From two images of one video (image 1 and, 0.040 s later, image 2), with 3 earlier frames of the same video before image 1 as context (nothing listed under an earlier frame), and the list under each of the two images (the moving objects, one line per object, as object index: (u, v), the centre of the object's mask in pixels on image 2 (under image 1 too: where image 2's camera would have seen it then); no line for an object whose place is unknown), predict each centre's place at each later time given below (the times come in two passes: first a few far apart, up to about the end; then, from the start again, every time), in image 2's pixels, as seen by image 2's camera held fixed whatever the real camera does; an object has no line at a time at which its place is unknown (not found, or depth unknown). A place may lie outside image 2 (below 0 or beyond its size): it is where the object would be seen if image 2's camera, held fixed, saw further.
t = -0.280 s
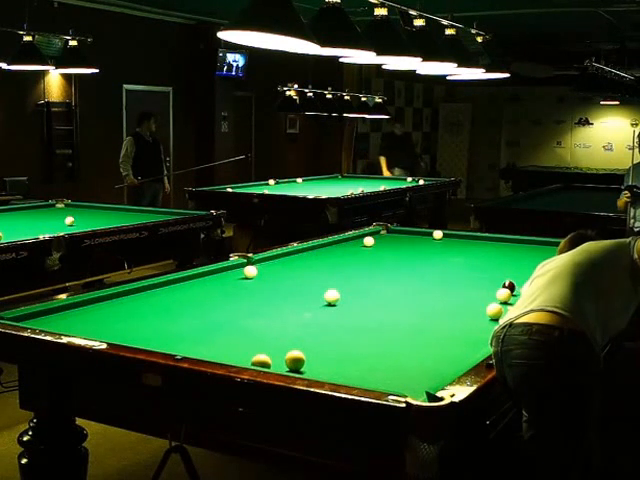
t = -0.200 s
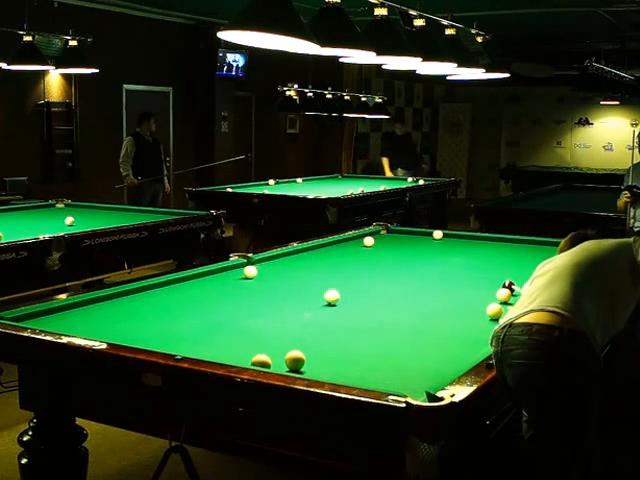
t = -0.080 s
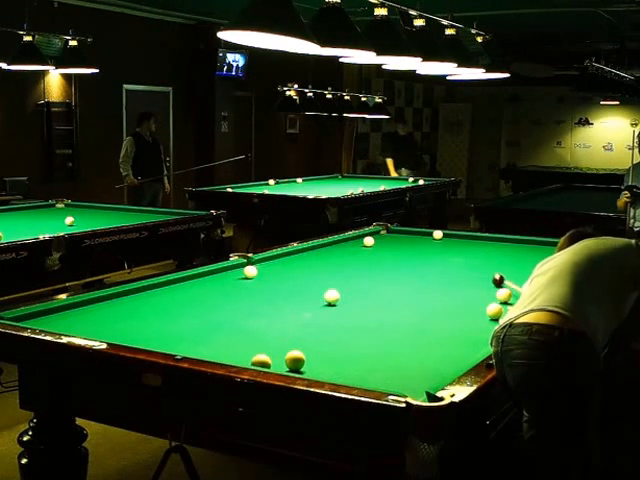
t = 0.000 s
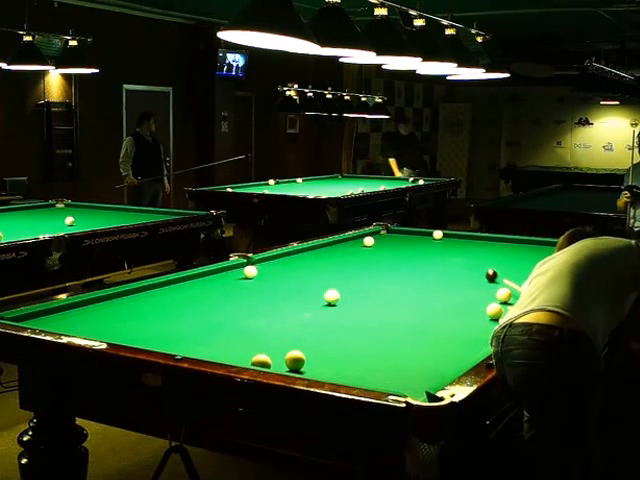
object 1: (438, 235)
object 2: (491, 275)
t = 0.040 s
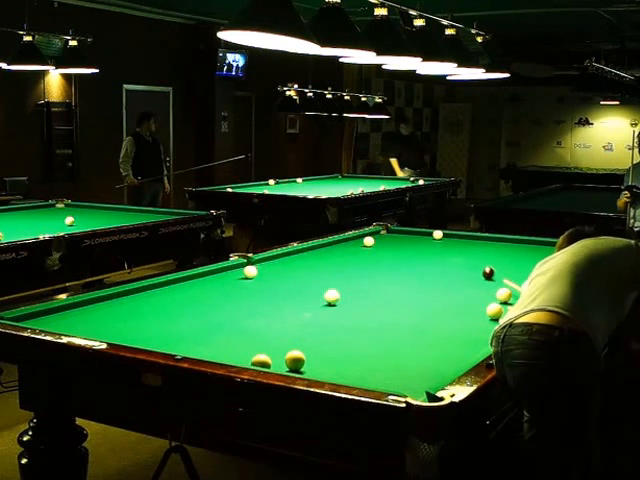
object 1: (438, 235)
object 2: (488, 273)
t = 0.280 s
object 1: (438, 235)
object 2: (471, 261)
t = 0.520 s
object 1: (438, 235)
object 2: (456, 251)
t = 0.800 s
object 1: (437, 234)
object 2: (441, 241)
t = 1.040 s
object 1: (439, 233)
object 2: (427, 236)
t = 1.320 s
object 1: (424, 236)
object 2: (407, 232)
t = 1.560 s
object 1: (411, 238)
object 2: (391, 230)
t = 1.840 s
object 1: (395, 241)
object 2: (392, 231)
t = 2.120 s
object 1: (380, 244)
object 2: (401, 232)
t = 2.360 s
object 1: (366, 246)
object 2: (408, 232)
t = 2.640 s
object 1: (350, 249)
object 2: (416, 233)
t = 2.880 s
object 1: (336, 252)
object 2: (422, 233)
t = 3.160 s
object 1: (319, 255)
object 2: (429, 234)
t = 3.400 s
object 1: (305, 257)
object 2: (434, 234)
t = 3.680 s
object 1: (288, 260)
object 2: (440, 235)
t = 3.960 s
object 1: (272, 263)
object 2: (445, 235)
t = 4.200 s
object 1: (258, 265)
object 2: (449, 236)
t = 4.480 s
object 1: (240, 267)
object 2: (453, 236)
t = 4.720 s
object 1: (227, 270)
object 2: (457, 237)
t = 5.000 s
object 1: (211, 274)
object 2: (459, 237)
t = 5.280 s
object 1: (194, 276)
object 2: (461, 237)
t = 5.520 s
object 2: (463, 237)
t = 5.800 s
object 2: (463, 237)
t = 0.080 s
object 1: (438, 235)
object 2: (485, 271)
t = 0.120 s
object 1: (438, 235)
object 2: (482, 269)
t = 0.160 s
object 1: (438, 235)
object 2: (479, 266)
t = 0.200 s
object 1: (438, 235)
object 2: (476, 264)
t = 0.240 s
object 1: (438, 235)
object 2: (473, 263)
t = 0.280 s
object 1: (438, 235)
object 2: (471, 261)
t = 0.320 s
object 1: (438, 235)
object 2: (468, 259)
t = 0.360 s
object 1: (438, 235)
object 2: (465, 257)
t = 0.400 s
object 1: (438, 235)
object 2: (463, 255)
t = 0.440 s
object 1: (438, 234)
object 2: (461, 254)
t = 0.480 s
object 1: (438, 235)
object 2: (458, 252)
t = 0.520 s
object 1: (438, 235)
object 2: (456, 251)
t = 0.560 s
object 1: (438, 235)
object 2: (454, 249)
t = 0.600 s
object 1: (438, 235)
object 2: (452, 248)
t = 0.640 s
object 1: (438, 235)
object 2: (449, 246)
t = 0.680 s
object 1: (438, 234)
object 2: (447, 245)
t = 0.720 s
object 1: (438, 235)
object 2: (445, 244)
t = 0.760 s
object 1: (438, 234)
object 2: (443, 242)
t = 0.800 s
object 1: (437, 234)
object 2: (441, 241)
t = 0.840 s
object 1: (437, 234)
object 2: (439, 240)
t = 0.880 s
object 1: (437, 233)
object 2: (438, 238)
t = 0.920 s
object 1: (438, 233)
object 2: (436, 237)
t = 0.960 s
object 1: (439, 233)
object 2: (433, 236)
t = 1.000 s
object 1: (440, 233)
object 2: (430, 236)
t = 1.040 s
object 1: (439, 233)
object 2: (427, 236)
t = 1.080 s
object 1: (437, 233)
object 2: (424, 235)
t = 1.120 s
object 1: (434, 234)
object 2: (421, 235)
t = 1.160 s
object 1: (432, 234)
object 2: (418, 234)
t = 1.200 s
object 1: (430, 234)
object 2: (415, 234)
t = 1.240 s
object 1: (428, 235)
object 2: (412, 233)
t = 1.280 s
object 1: (426, 235)
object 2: (410, 233)
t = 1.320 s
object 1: (424, 236)
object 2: (407, 232)
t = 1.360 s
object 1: (421, 236)
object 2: (404, 232)
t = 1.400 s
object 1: (419, 237)
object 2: (402, 232)
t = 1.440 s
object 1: (417, 237)
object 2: (399, 232)
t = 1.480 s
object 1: (415, 237)
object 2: (397, 231)
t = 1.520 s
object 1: (413, 238)
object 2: (394, 231)
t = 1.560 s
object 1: (411, 238)
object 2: (391, 230)
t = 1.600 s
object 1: (409, 239)
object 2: (388, 230)
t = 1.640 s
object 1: (406, 239)
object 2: (387, 230)
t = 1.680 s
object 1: (404, 239)
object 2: (388, 230)
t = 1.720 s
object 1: (402, 240)
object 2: (389, 230)
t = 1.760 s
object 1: (400, 240)
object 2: (390, 231)
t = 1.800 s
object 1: (398, 240)
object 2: (390, 230)
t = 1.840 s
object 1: (395, 241)
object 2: (392, 231)
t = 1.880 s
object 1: (393, 241)
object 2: (394, 231)
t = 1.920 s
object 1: (391, 241)
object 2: (395, 231)
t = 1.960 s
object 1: (389, 242)
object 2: (397, 231)
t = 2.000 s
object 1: (387, 242)
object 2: (398, 231)
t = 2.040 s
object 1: (384, 243)
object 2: (399, 232)
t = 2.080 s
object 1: (382, 243)
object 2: (400, 232)
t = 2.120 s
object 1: (380, 244)
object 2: (401, 232)
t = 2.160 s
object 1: (378, 244)
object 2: (403, 231)
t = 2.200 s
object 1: (375, 245)
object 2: (404, 232)
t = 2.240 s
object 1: (373, 245)
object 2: (405, 232)
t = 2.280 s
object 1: (371, 246)
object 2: (406, 232)
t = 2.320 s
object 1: (369, 245)
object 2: (407, 232)
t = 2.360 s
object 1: (366, 246)
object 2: (408, 232)
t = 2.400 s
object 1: (363, 247)
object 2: (409, 232)
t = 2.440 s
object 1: (362, 247)
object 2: (411, 232)
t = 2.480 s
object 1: (359, 247)
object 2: (411, 232)
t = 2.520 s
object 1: (357, 248)
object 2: (412, 232)
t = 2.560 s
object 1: (354, 248)
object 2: (414, 232)
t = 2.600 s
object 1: (352, 249)
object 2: (415, 232)
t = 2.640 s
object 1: (350, 249)
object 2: (416, 233)
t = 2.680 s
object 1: (347, 249)
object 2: (417, 233)
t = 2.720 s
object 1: (345, 250)
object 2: (418, 232)
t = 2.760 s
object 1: (342, 250)
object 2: (418, 233)
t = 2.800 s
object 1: (340, 251)
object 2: (420, 233)
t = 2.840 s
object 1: (338, 251)
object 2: (421, 233)
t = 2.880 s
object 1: (336, 252)
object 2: (422, 233)
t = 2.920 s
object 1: (333, 252)
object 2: (423, 233)
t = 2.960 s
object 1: (331, 252)
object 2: (424, 233)
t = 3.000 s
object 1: (328, 253)
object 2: (425, 233)
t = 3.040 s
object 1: (326, 253)
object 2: (426, 233)
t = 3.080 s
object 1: (324, 253)
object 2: (427, 234)
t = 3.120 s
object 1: (321, 254)
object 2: (427, 234)
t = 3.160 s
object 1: (319, 255)
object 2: (429, 234)
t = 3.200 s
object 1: (317, 255)
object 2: (429, 234)
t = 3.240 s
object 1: (315, 255)
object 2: (431, 234)
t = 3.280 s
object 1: (312, 256)
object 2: (431, 234)
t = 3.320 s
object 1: (310, 256)
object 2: (433, 234)
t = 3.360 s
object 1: (307, 256)
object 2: (434, 234)
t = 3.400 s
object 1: (305, 257)
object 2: (434, 234)
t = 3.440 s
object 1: (303, 257)
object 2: (435, 234)
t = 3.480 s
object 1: (300, 258)
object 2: (436, 234)
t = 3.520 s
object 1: (298, 258)
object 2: (437, 234)
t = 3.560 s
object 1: (295, 258)
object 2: (438, 234)
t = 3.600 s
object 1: (293, 259)
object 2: (439, 234)
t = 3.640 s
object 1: (291, 259)
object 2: (439, 235)
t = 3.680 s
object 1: (288, 260)
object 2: (440, 235)
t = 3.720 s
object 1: (286, 260)
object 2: (441, 235)
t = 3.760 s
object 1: (284, 261)
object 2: (441, 235)
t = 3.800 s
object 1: (281, 261)
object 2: (442, 235)
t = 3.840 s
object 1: (279, 261)
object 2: (443, 235)
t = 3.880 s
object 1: (277, 262)
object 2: (444, 235)
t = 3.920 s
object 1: (274, 262)
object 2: (445, 235)
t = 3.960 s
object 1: (272, 263)
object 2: (445, 235)
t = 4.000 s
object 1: (270, 263)
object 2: (446, 235)
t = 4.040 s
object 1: (267, 263)
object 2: (446, 235)
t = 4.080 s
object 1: (265, 264)
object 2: (447, 236)
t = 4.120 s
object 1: (263, 264)
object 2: (448, 236)
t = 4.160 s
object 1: (261, 264)
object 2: (449, 236)
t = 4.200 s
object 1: (258, 265)
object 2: (449, 236)
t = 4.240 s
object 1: (256, 265)
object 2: (450, 236)
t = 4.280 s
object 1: (254, 265)
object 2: (450, 236)
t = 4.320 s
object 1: (251, 264)
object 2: (451, 236)
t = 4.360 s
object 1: (248, 265)
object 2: (452, 236)
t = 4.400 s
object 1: (245, 266)
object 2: (452, 236)
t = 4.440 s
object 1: (242, 266)
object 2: (453, 236)
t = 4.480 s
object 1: (240, 267)
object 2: (453, 236)
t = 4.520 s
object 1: (238, 268)
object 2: (454, 236)
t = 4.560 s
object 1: (236, 268)
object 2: (454, 236)
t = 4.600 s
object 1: (234, 269)
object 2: (455, 236)
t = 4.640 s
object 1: (231, 270)
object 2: (456, 237)
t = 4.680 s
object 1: (229, 270)
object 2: (456, 236)
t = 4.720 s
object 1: (227, 270)
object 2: (457, 237)
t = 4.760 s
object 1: (224, 271)
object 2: (457, 237)
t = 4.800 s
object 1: (222, 271)
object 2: (457, 237)
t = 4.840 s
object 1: (220, 272)
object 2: (458, 237)
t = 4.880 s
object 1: (217, 272)
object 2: (458, 237)
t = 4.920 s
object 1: (216, 273)
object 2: (458, 237)
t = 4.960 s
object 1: (213, 273)
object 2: (459, 237)
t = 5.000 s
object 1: (211, 274)
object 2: (459, 237)
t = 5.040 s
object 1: (208, 274)
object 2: (459, 237)
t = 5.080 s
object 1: (206, 274)
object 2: (460, 237)
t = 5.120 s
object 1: (204, 275)
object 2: (460, 237)
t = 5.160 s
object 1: (201, 275)
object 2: (460, 237)
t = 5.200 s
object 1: (199, 275)
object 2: (461, 237)
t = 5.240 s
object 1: (197, 276)
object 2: (461, 237)
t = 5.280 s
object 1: (194, 276)
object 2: (461, 237)
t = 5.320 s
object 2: (462, 237)
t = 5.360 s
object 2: (462, 237)
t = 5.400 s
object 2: (462, 237)
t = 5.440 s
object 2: (462, 237)
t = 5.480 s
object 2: (462, 237)
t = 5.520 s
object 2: (463, 237)
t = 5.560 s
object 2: (463, 237)
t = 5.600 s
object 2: (463, 237)
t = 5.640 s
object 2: (463, 237)
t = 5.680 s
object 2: (463, 237)
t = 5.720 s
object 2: (463, 237)
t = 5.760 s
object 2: (463, 237)
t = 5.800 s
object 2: (463, 237)
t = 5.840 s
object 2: (463, 237)
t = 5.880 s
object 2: (463, 237)
